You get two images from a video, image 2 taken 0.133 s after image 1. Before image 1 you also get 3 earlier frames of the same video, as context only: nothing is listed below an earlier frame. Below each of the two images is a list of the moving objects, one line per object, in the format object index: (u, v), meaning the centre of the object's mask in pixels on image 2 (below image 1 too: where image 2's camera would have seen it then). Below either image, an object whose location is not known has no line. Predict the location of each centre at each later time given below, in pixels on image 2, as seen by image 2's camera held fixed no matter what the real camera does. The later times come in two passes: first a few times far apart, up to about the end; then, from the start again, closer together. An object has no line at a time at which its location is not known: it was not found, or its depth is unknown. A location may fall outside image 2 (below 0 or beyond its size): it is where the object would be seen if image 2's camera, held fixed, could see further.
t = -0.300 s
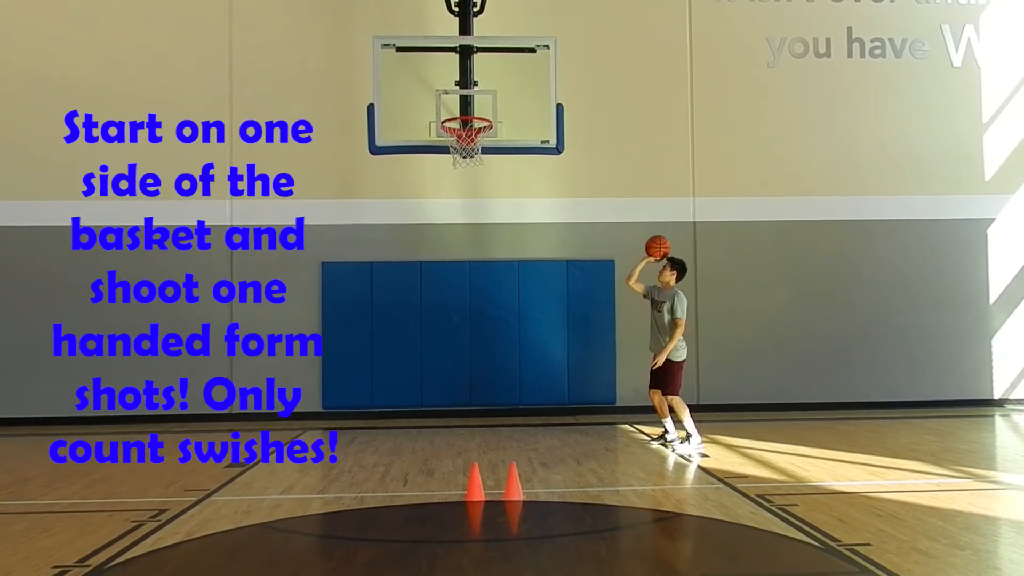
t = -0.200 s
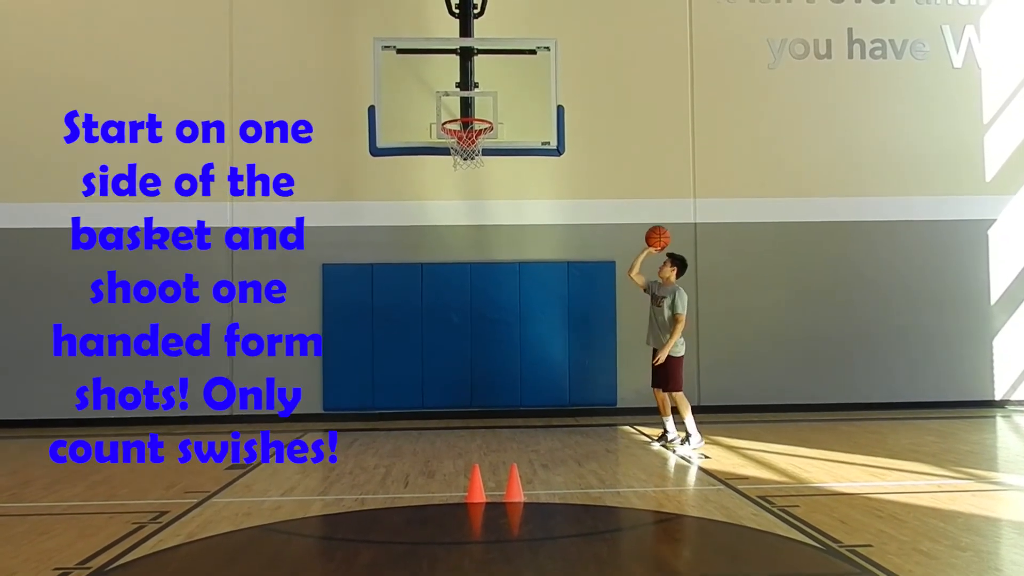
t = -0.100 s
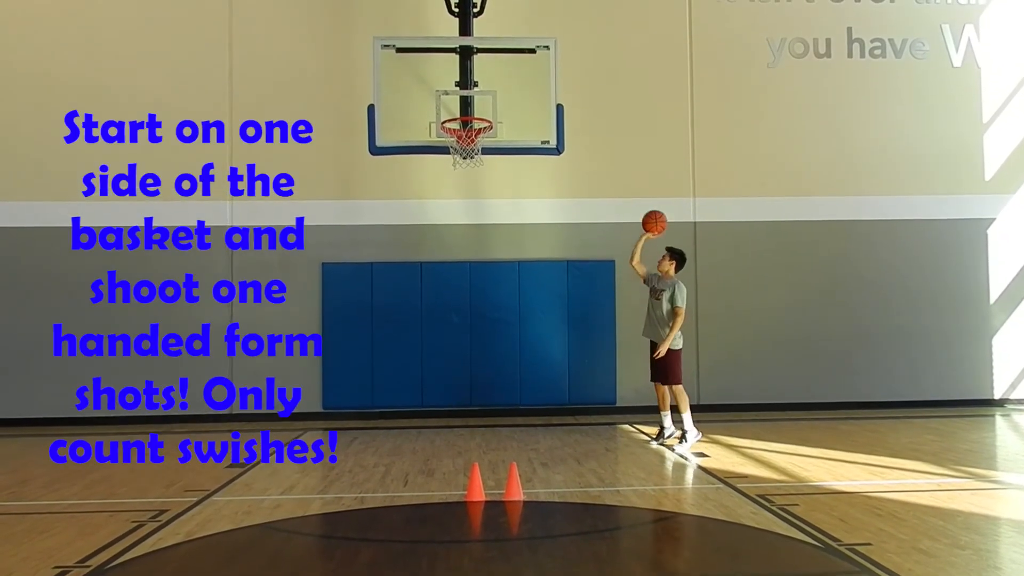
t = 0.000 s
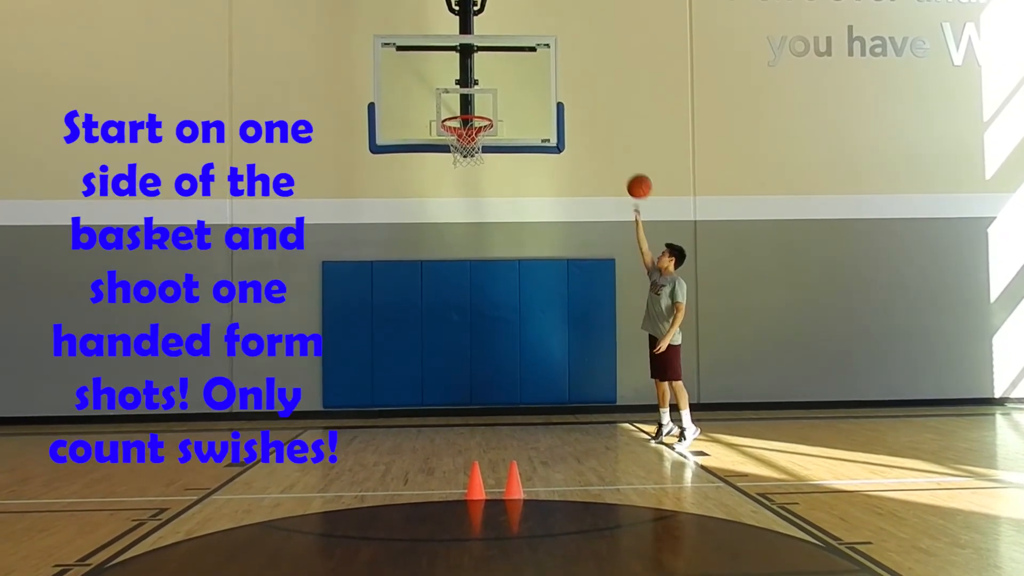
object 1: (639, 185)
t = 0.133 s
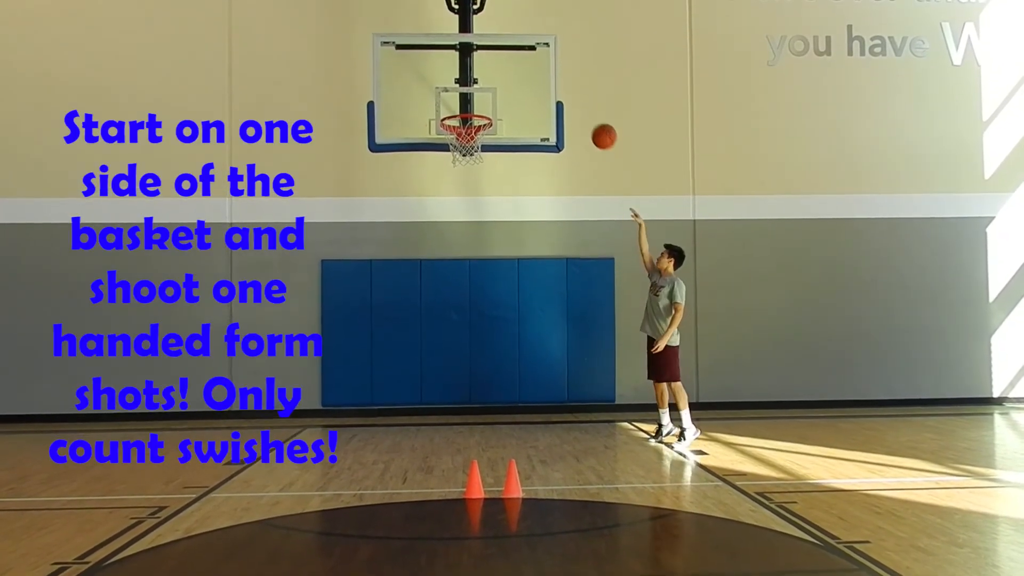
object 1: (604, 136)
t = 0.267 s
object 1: (570, 105)
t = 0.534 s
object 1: (502, 96)
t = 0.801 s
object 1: (445, 147)
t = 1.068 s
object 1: (443, 200)
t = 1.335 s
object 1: (440, 330)
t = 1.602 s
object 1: (448, 381)
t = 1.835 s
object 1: (469, 307)
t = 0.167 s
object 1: (595, 127)
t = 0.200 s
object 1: (587, 118)
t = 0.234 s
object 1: (578, 111)
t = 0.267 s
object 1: (570, 105)
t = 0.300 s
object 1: (562, 100)
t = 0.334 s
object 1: (553, 95)
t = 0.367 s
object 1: (544, 93)
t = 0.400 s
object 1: (536, 91)
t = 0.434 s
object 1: (528, 90)
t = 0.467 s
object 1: (519, 91)
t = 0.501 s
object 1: (511, 93)
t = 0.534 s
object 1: (502, 96)
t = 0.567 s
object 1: (494, 100)
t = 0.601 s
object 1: (486, 105)
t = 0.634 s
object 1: (477, 108)
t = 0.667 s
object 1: (469, 115)
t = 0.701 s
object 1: (461, 128)
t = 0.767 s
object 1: (445, 145)
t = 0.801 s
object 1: (445, 147)
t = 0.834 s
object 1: (444, 152)
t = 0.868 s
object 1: (445, 153)
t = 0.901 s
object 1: (444, 158)
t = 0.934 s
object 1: (444, 165)
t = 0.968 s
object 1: (443, 172)
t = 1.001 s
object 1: (443, 180)
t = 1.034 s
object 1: (443, 190)
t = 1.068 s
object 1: (443, 200)
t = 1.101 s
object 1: (442, 212)
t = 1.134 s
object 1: (442, 226)
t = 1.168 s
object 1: (442, 240)
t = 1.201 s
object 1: (441, 256)
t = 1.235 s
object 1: (441, 272)
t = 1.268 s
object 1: (441, 291)
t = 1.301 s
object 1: (440, 310)
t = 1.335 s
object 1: (440, 330)
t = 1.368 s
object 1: (440, 351)
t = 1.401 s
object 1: (439, 374)
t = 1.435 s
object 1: (439, 398)
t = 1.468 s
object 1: (438, 423)
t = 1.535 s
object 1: (442, 413)
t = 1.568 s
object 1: (445, 396)
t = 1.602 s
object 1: (448, 381)
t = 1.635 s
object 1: (451, 367)
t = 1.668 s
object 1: (454, 354)
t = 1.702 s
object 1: (457, 342)
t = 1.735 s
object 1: (460, 332)
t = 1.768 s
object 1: (463, 322)
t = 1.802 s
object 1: (466, 314)
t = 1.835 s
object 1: (469, 307)
